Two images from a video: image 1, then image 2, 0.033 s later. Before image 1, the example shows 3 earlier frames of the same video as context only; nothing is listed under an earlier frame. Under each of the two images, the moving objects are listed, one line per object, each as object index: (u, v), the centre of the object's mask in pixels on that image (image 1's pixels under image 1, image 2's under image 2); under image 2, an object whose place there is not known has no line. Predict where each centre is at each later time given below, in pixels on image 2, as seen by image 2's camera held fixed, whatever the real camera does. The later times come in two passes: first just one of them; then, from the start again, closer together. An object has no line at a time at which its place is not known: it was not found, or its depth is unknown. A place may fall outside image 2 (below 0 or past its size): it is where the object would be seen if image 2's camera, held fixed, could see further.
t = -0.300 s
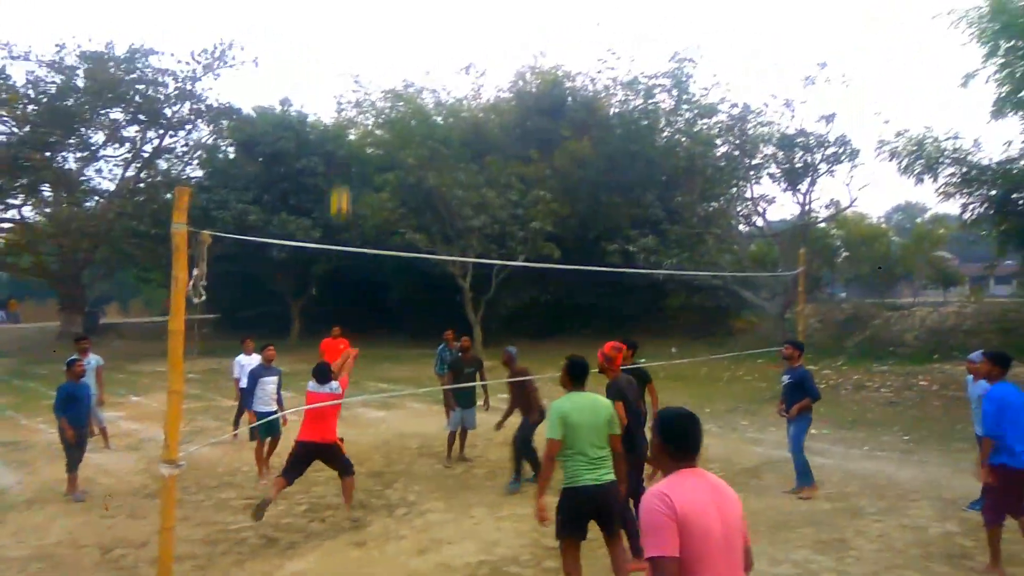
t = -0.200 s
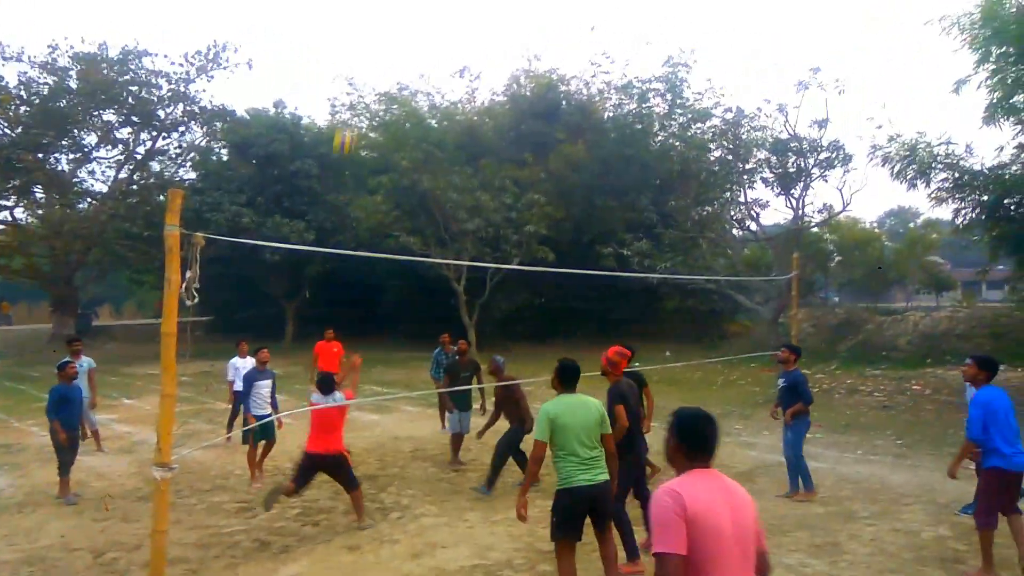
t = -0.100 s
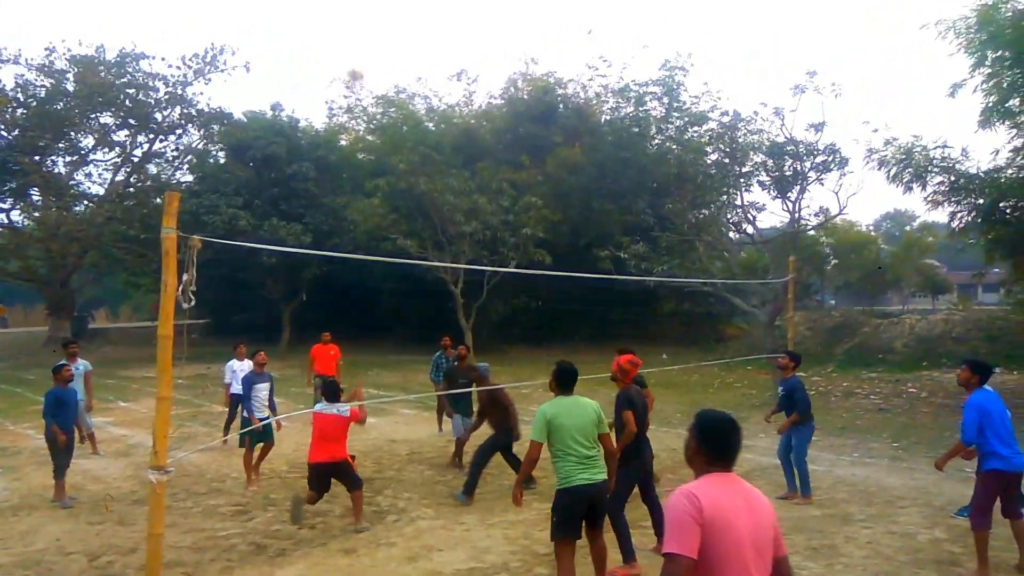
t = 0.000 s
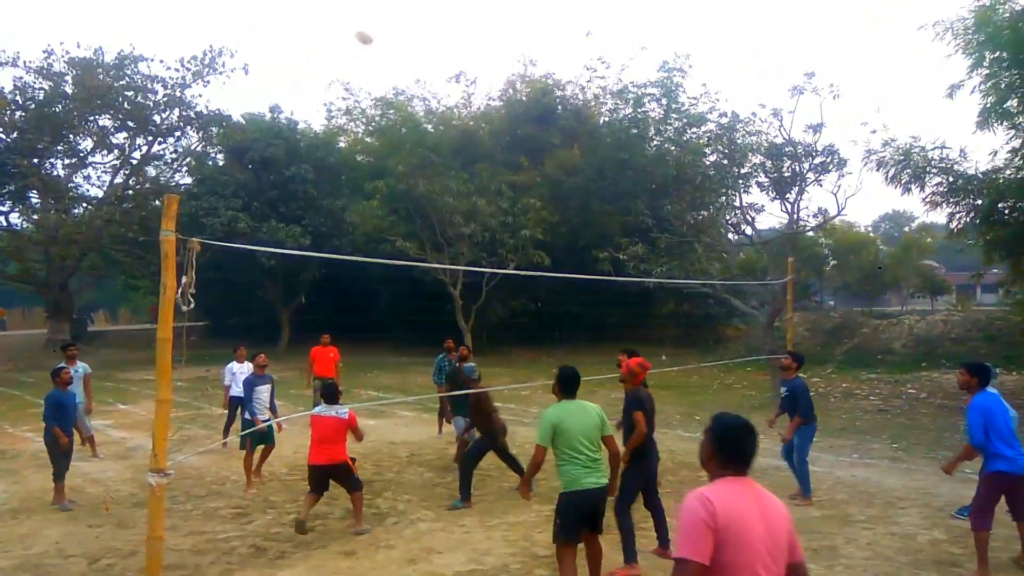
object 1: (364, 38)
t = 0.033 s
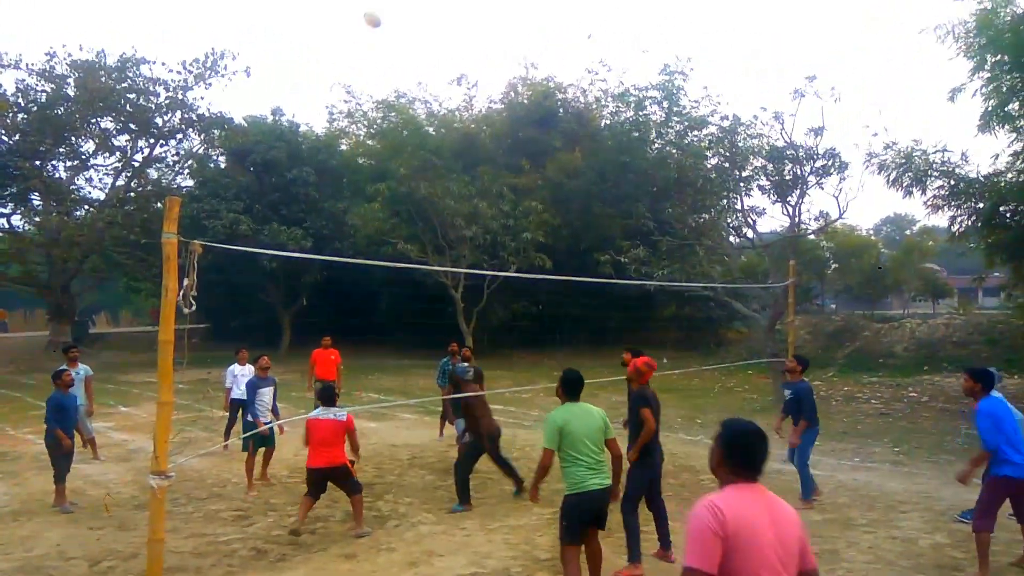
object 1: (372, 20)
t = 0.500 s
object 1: (425, 8)
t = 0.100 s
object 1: (379, 5)
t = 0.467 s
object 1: (422, 1)
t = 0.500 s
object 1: (425, 8)
